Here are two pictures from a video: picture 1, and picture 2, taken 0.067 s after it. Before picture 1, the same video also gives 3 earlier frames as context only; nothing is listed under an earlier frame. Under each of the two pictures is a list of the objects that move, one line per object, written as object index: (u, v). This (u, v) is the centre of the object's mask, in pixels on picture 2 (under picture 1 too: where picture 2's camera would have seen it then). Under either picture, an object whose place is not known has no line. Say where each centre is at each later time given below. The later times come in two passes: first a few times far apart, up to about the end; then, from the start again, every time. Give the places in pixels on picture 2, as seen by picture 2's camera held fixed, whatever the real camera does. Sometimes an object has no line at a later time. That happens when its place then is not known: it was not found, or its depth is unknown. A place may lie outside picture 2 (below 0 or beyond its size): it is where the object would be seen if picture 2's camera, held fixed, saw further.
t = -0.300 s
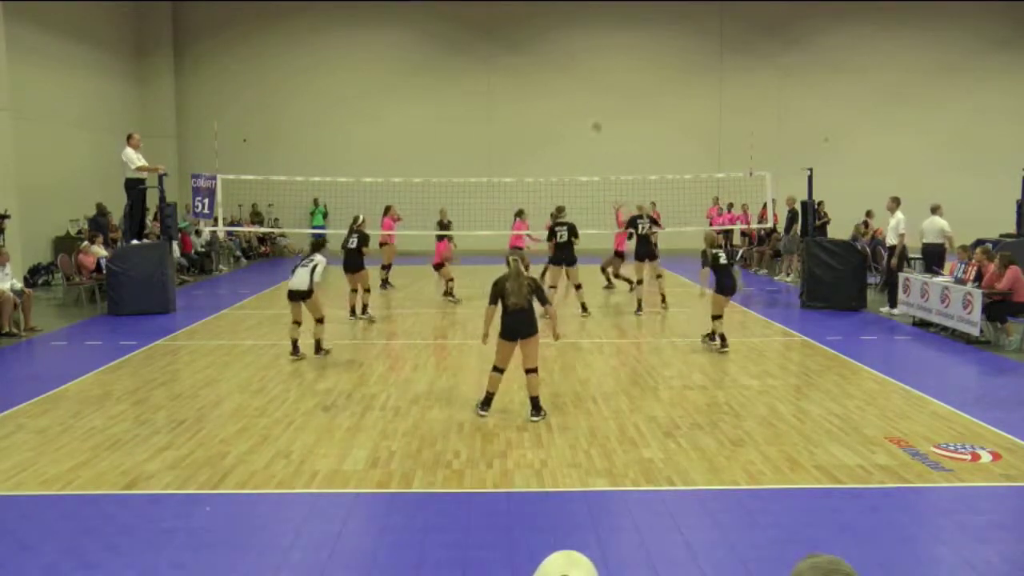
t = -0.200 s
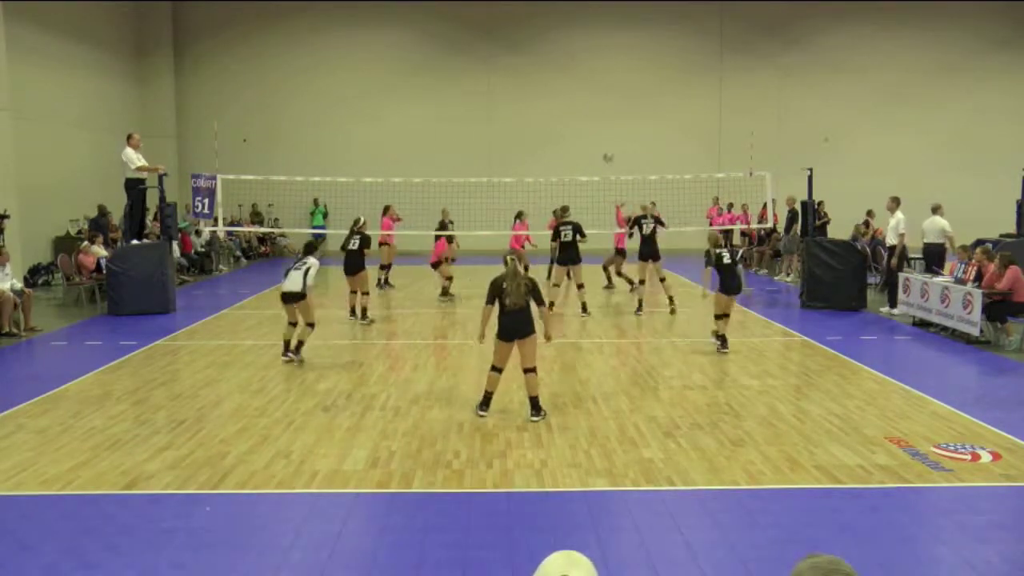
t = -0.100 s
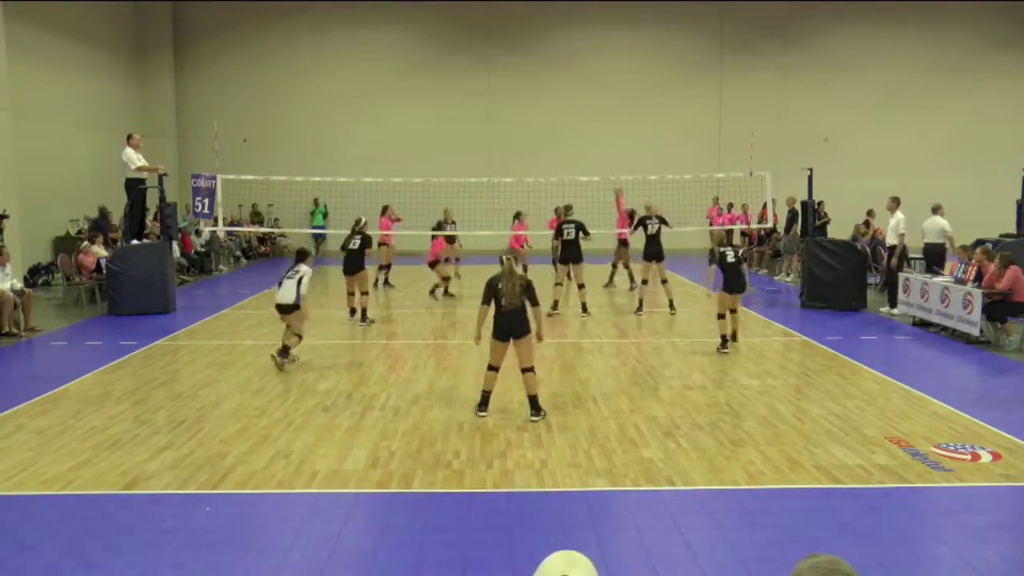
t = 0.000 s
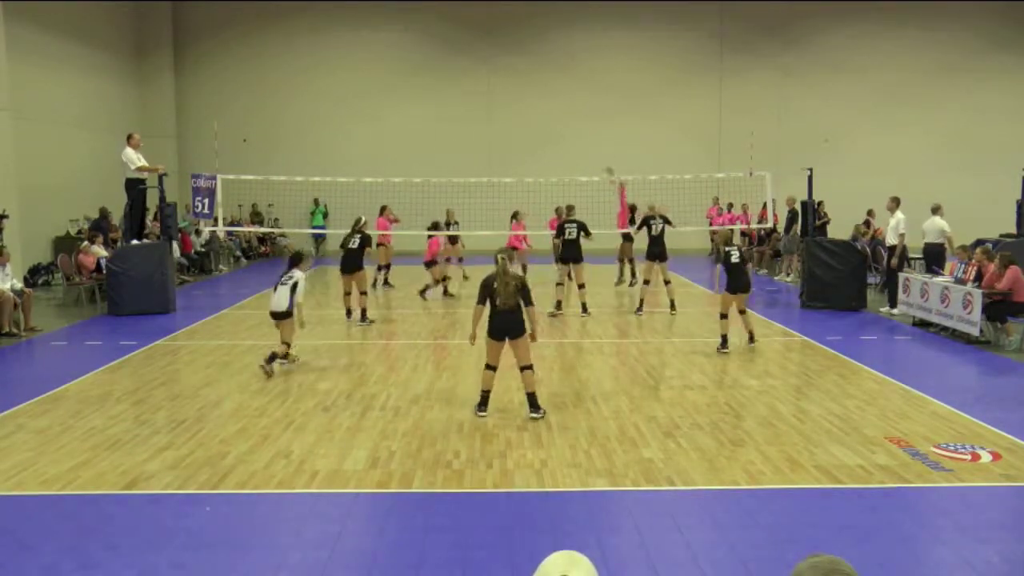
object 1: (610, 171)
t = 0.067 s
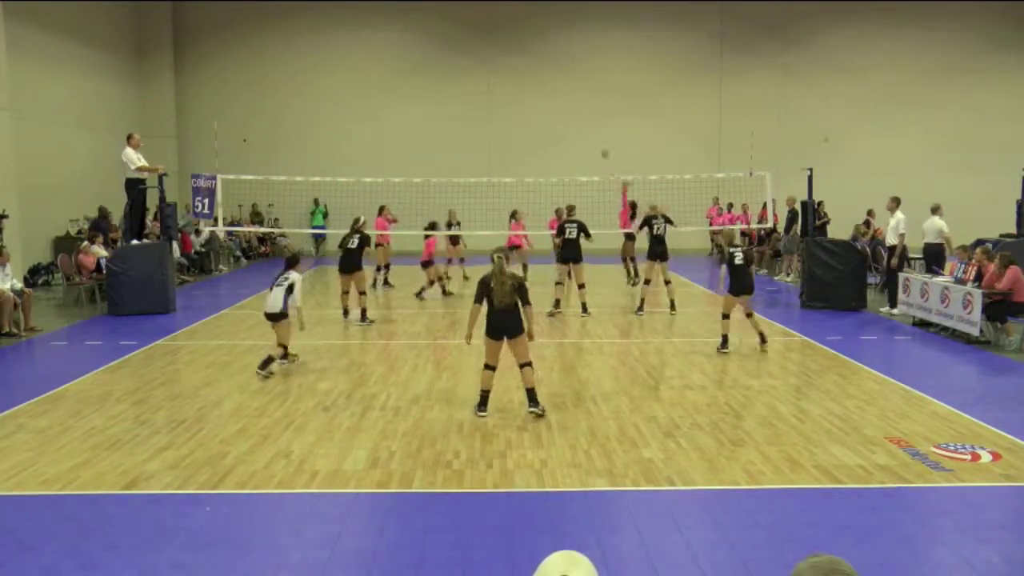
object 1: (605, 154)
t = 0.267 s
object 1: (583, 114)
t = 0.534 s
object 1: (560, 92)
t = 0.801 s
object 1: (534, 105)
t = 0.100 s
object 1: (601, 146)
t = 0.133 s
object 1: (597, 137)
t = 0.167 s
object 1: (595, 132)
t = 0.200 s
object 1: (593, 124)
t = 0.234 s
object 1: (589, 119)
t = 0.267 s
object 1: (583, 114)
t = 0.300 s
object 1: (581, 110)
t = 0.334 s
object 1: (579, 106)
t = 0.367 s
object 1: (574, 102)
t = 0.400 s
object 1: (571, 99)
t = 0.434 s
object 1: (568, 98)
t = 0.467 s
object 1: (565, 94)
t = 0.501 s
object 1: (562, 92)
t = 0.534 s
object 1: (560, 92)
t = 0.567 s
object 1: (556, 91)
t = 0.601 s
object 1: (553, 92)
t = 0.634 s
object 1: (550, 93)
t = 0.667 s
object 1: (547, 93)
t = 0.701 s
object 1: (543, 96)
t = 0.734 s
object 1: (540, 97)
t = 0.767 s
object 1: (537, 99)
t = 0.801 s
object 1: (534, 105)
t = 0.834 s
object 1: (530, 108)
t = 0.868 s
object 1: (527, 112)
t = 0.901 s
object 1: (525, 117)
